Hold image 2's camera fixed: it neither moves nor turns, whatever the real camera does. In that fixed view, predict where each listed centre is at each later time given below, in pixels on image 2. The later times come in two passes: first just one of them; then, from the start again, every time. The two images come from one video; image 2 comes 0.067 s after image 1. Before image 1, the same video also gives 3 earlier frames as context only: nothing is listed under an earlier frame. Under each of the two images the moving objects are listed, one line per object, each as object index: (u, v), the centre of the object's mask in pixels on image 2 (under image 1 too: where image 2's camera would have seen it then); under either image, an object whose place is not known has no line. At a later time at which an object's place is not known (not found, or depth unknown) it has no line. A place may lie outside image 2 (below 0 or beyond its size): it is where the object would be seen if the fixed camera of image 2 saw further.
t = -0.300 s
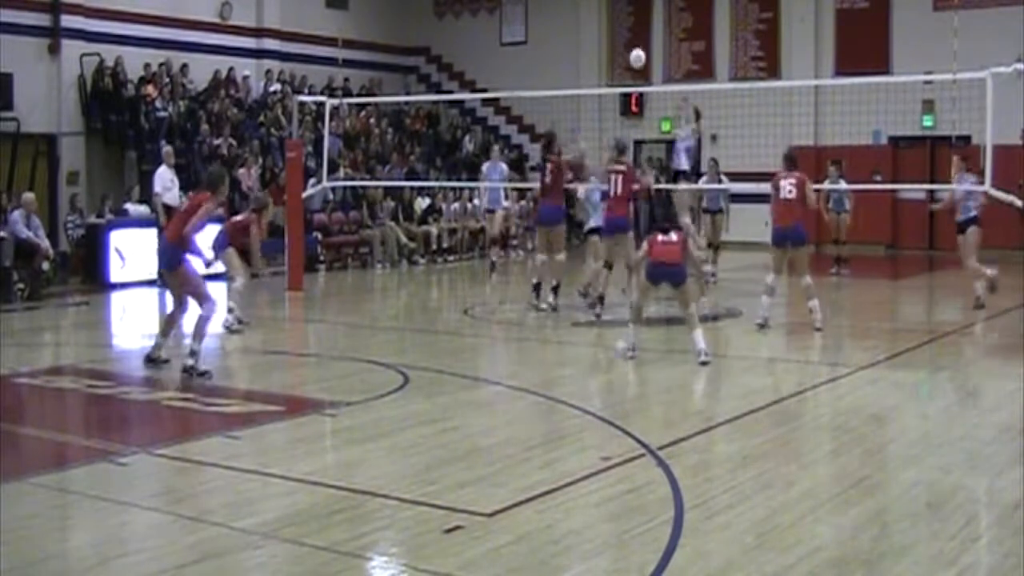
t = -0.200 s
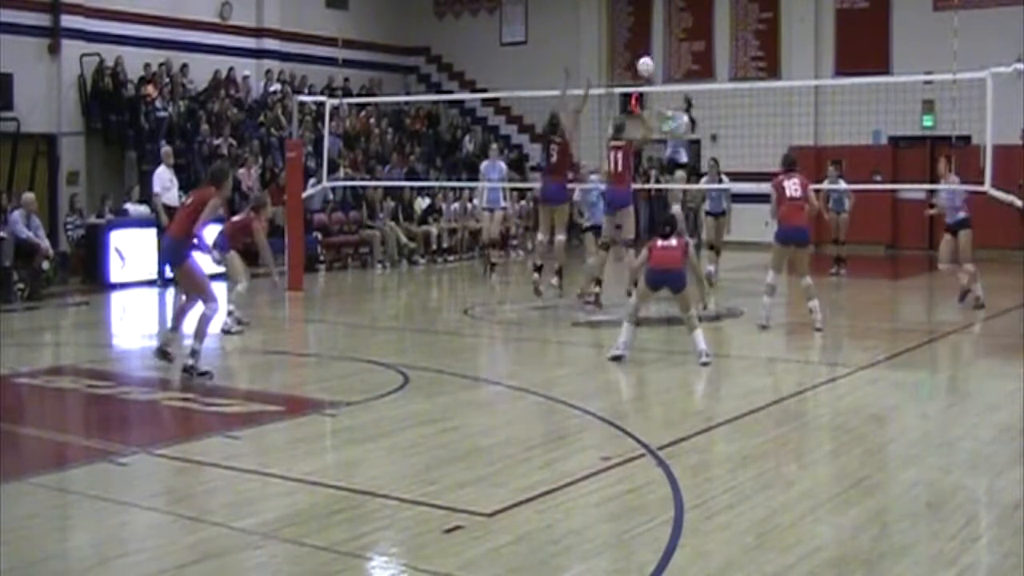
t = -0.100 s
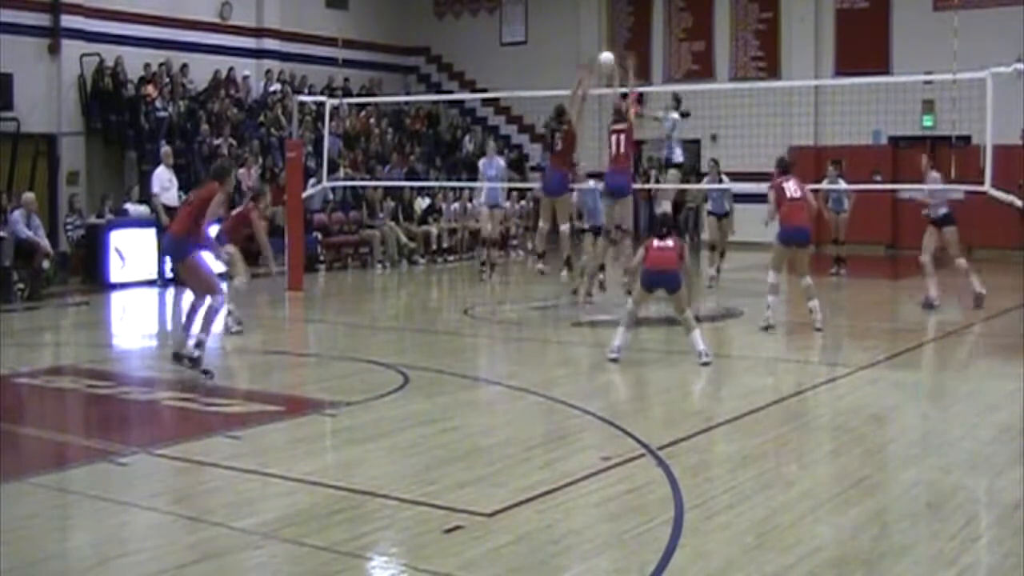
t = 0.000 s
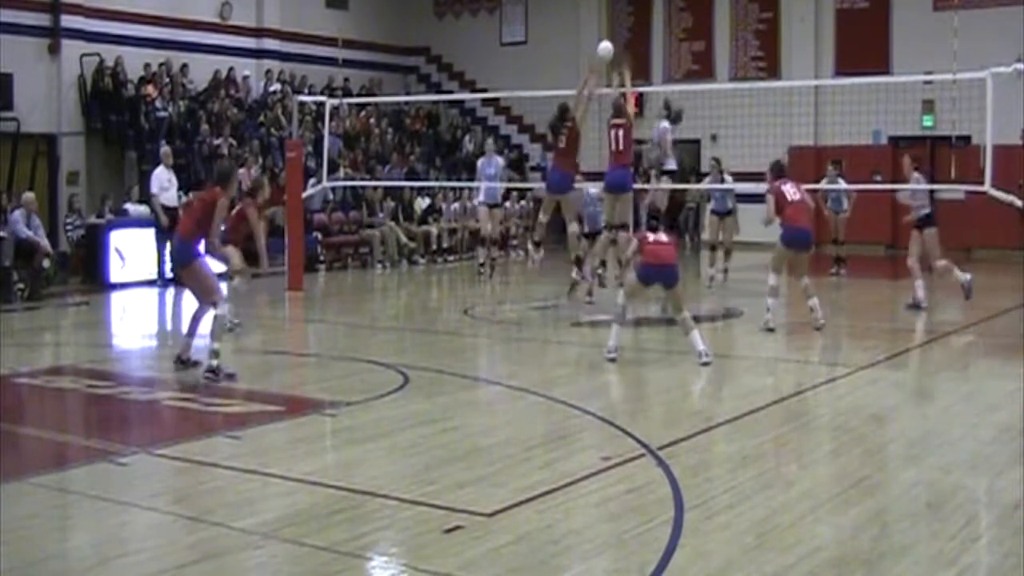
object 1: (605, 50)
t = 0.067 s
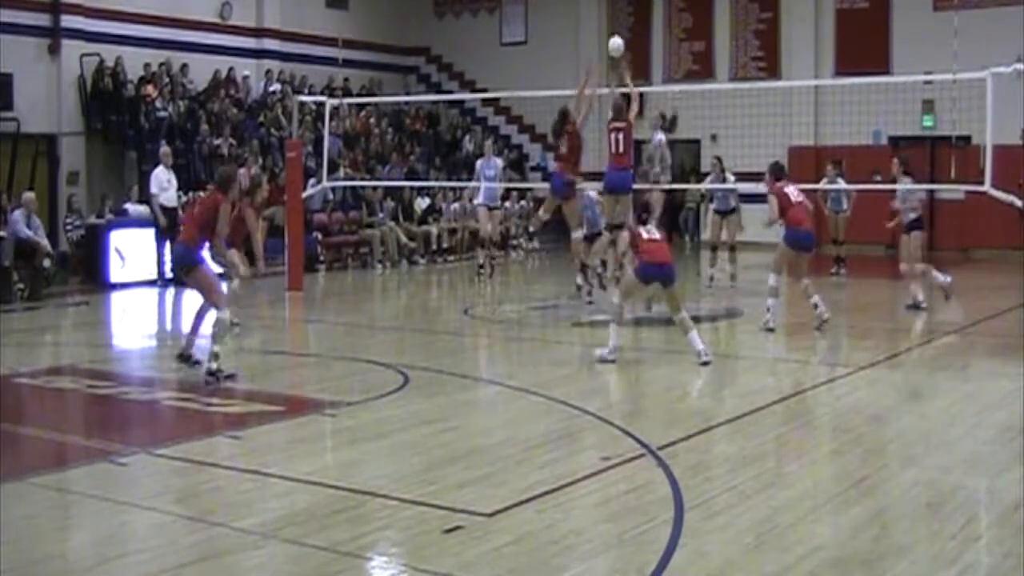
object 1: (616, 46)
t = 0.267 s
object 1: (646, 58)
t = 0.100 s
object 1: (621, 45)
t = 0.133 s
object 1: (626, 46)
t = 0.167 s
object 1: (631, 48)
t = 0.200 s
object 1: (636, 50)
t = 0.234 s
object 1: (641, 53)
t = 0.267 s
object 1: (646, 58)
